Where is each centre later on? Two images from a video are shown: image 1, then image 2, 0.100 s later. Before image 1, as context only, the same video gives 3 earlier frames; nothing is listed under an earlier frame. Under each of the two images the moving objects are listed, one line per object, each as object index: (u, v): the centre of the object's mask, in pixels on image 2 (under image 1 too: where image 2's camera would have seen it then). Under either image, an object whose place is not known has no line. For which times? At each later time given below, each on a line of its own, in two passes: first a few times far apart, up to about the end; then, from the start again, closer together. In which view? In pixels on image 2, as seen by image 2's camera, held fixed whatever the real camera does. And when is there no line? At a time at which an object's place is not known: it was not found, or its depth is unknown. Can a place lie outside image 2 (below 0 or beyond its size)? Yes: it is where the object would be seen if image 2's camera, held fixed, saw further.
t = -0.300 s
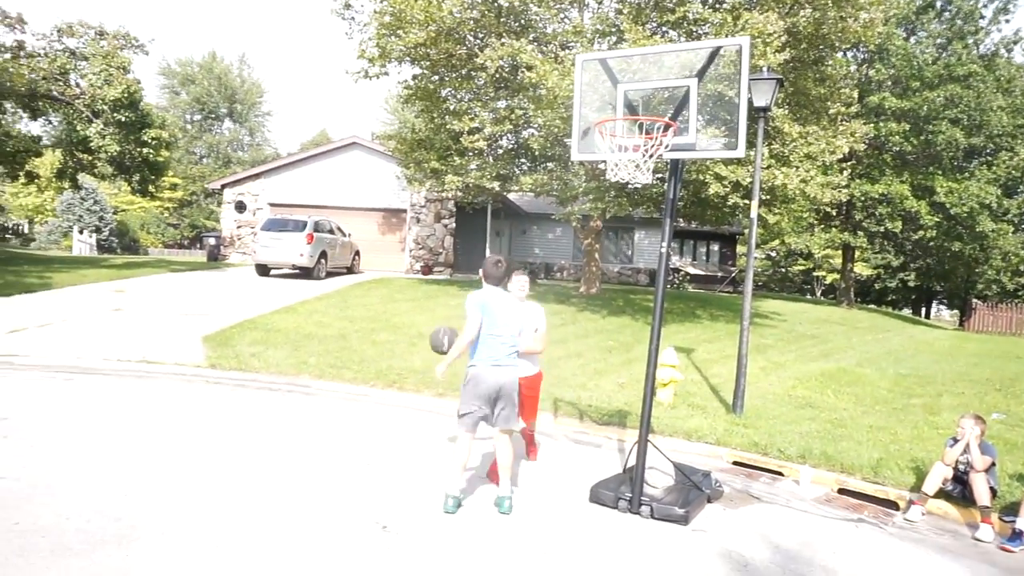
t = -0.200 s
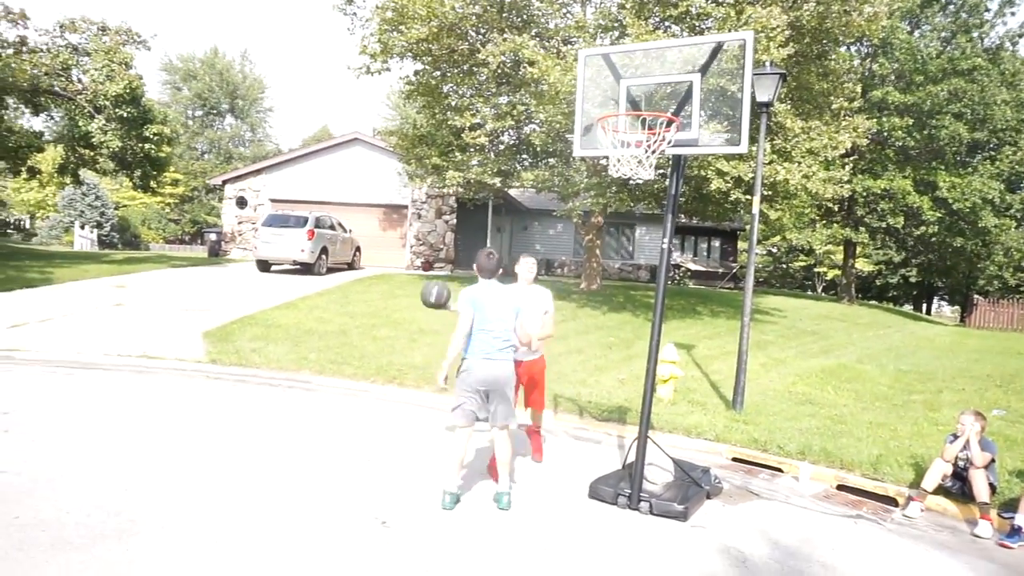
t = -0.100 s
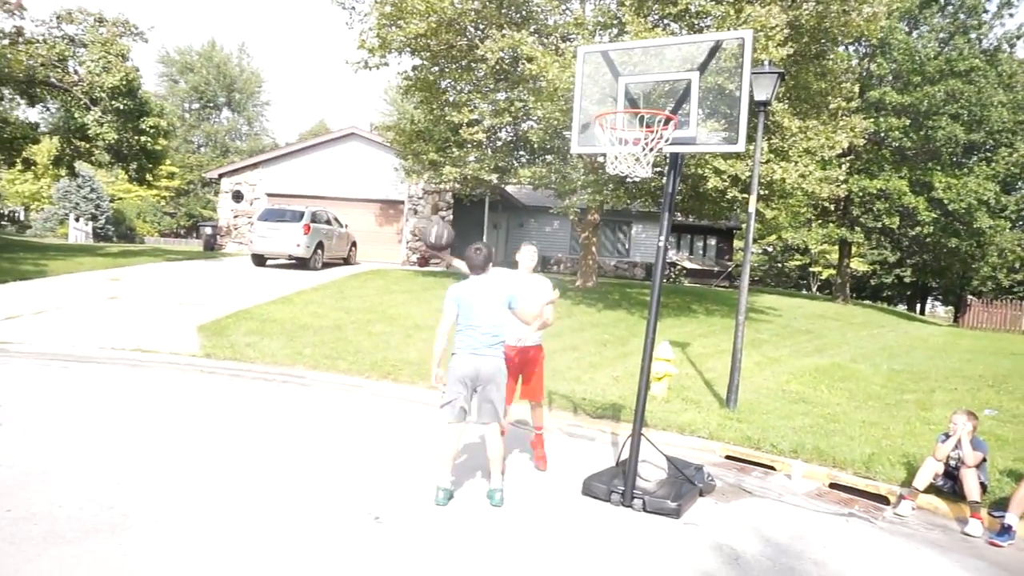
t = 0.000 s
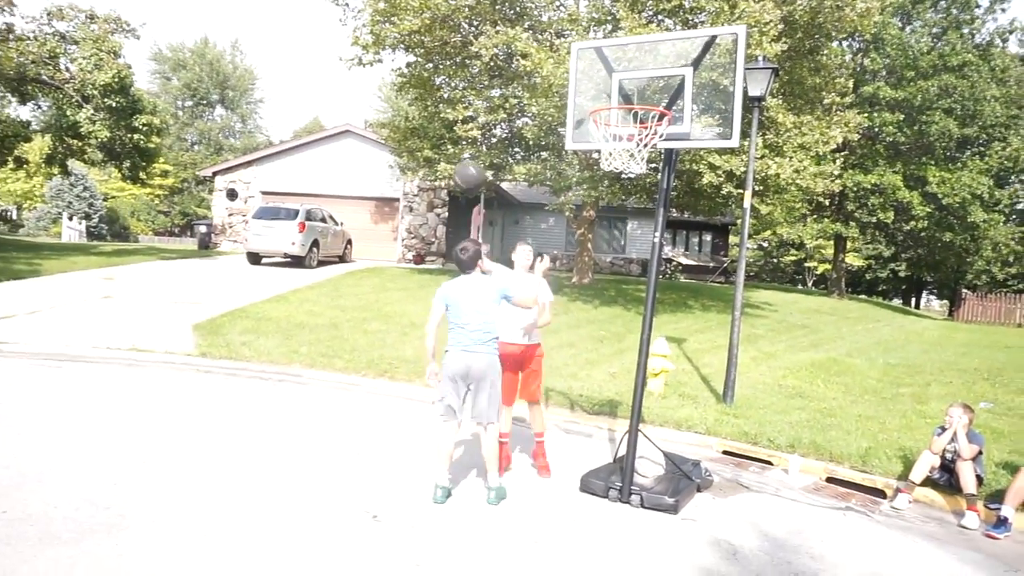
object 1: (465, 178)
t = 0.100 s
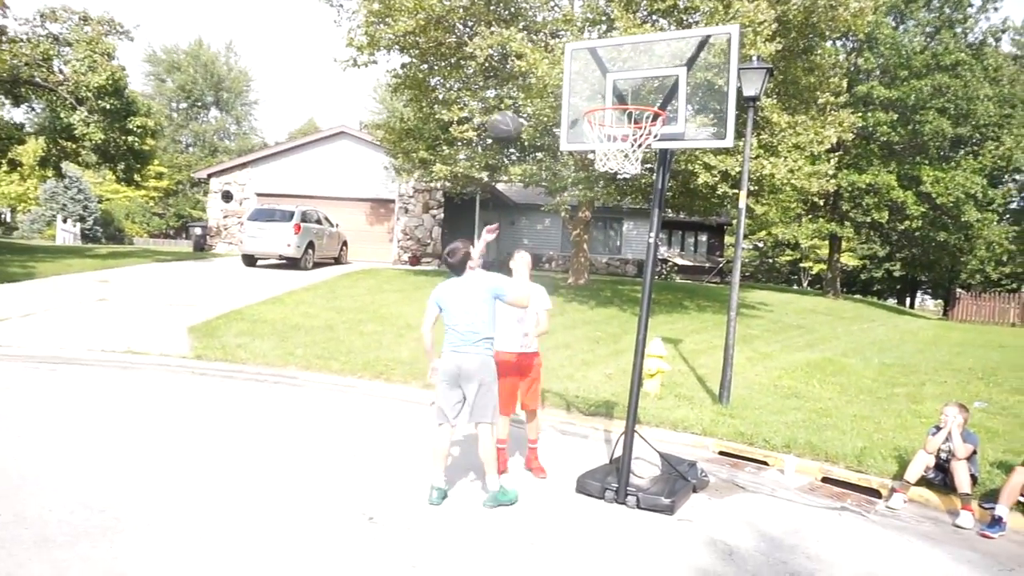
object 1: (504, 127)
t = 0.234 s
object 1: (561, 77)
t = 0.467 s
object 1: (674, 44)
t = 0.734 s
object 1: (836, 118)
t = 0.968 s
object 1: (1004, 347)
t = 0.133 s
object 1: (519, 114)
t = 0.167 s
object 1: (532, 101)
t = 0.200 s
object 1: (547, 88)
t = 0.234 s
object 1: (561, 77)
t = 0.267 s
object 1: (576, 67)
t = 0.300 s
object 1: (592, 60)
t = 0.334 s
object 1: (608, 54)
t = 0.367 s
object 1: (624, 49)
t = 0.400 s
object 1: (640, 45)
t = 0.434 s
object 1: (657, 44)
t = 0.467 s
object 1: (674, 44)
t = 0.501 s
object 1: (692, 46)
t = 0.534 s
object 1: (710, 51)
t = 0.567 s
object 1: (729, 56)
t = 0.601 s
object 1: (750, 63)
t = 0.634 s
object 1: (770, 73)
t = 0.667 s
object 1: (791, 85)
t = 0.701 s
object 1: (813, 100)
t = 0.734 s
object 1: (836, 118)
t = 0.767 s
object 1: (858, 139)
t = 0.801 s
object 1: (881, 164)
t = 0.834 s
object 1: (903, 193)
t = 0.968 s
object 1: (1004, 347)
